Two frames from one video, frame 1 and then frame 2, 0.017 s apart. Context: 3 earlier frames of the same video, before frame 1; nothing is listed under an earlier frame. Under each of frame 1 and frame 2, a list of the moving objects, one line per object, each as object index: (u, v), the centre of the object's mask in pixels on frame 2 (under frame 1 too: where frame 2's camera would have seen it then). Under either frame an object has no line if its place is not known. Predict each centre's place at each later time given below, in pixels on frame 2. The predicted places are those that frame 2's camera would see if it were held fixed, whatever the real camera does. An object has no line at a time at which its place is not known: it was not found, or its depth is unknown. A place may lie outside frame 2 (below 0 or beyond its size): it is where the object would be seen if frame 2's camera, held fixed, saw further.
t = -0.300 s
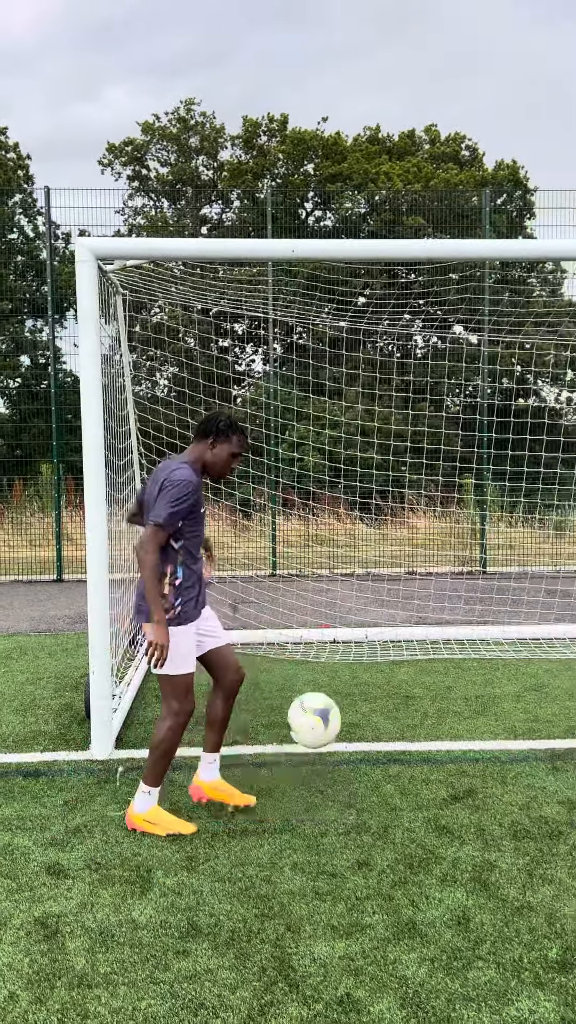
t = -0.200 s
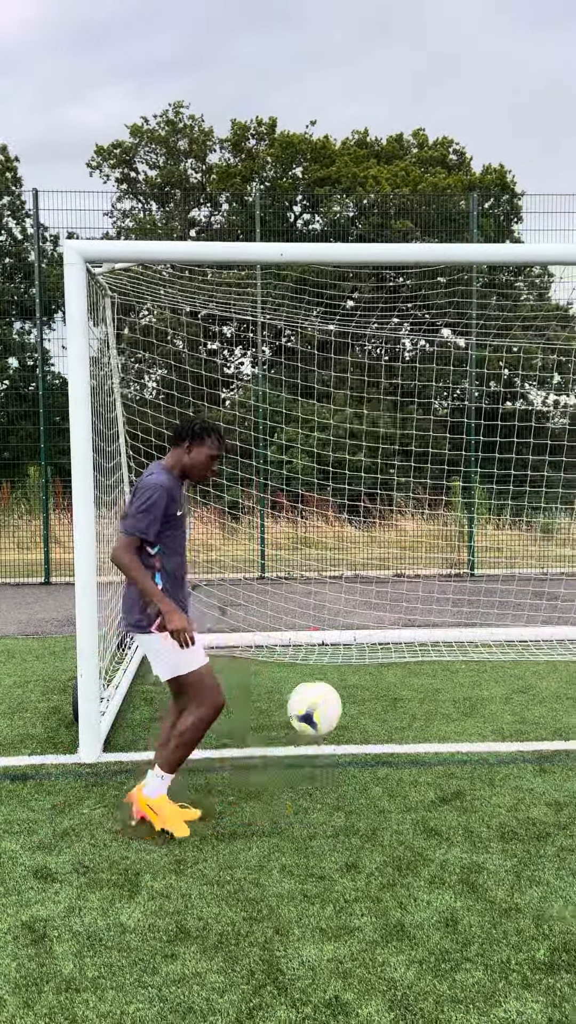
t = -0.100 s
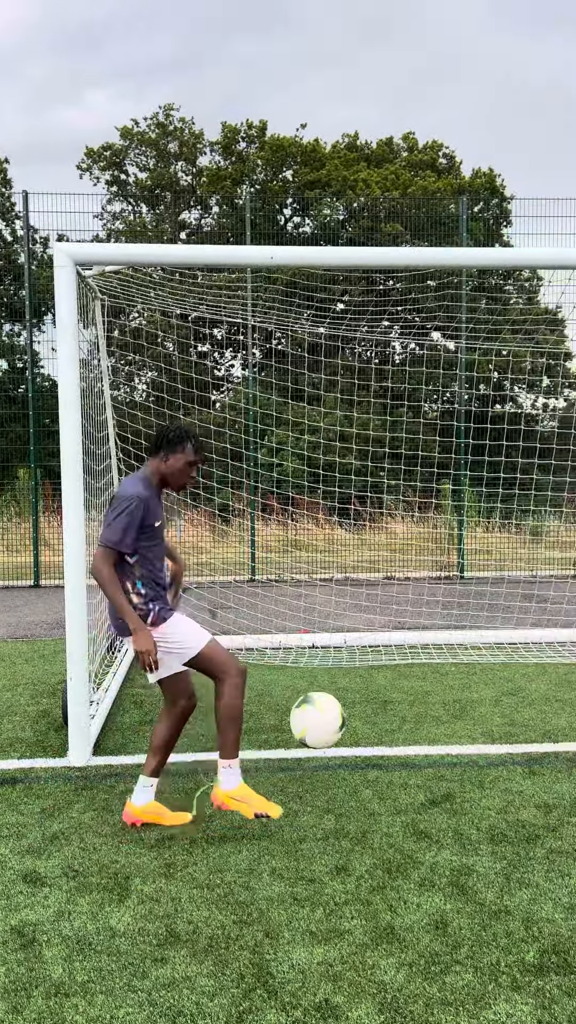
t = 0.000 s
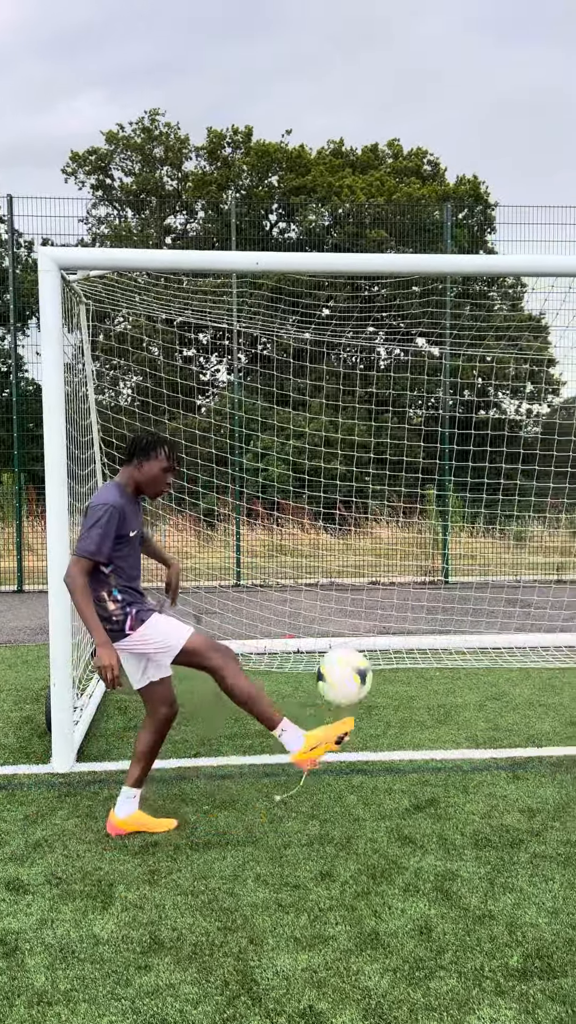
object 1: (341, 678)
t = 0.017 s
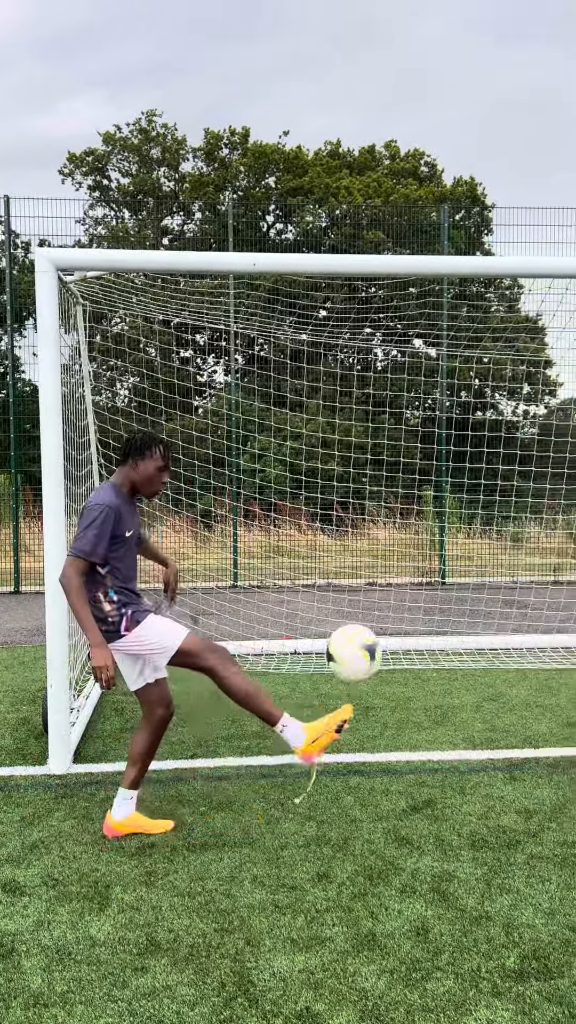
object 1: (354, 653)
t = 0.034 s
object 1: (367, 628)
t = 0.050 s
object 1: (380, 606)
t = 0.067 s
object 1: (392, 583)
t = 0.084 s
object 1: (406, 561)
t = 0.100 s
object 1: (419, 540)
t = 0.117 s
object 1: (431, 519)
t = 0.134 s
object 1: (445, 498)
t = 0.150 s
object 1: (458, 479)
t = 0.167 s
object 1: (471, 460)
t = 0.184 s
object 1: (484, 441)
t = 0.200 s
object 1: (497, 423)
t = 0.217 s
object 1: (510, 405)
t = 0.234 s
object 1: (521, 390)
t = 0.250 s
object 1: (535, 373)
